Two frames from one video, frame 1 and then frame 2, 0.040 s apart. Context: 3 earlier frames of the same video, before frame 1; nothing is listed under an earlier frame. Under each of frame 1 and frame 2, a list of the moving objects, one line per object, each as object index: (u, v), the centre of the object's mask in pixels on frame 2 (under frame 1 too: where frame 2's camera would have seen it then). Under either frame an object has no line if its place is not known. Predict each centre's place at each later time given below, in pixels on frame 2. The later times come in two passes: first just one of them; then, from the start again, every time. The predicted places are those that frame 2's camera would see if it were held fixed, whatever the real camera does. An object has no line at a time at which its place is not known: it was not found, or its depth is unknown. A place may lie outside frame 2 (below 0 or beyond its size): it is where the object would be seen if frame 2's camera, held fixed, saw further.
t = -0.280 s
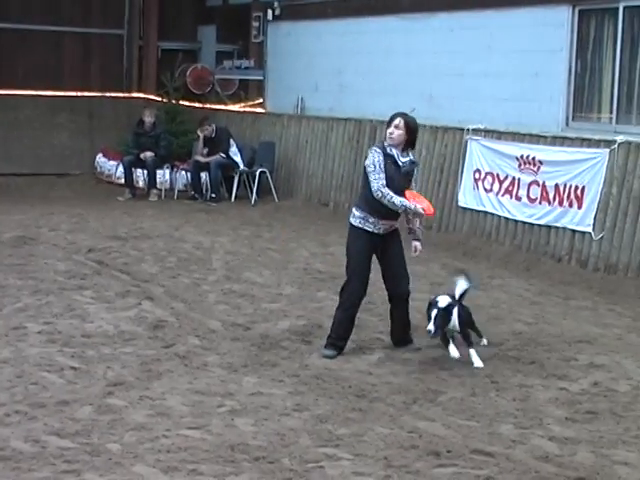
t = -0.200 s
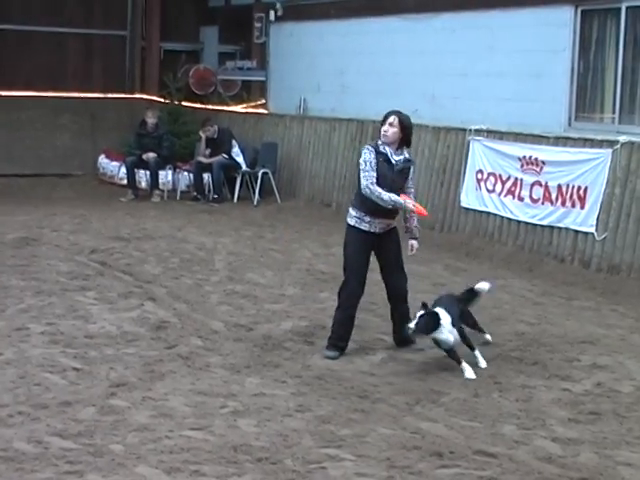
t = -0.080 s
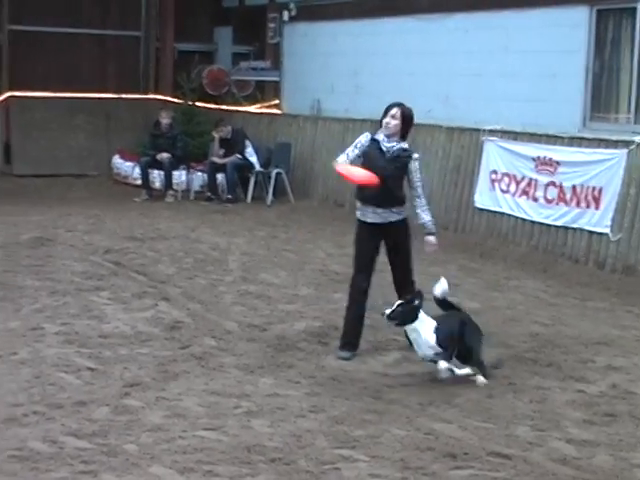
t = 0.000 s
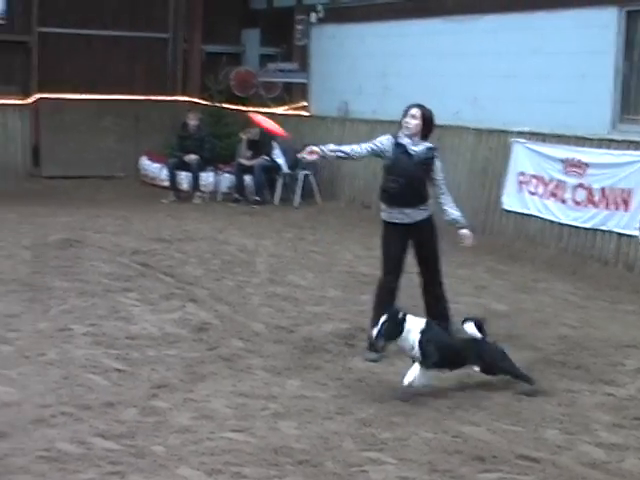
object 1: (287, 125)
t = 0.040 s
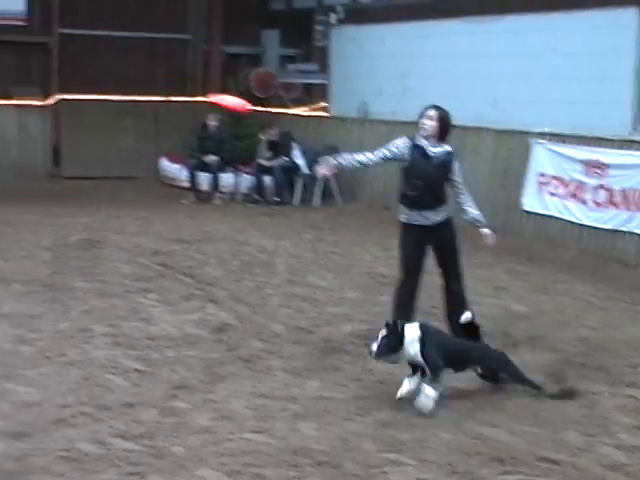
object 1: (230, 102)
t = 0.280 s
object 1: (-165, -16)
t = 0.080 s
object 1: (168, 80)
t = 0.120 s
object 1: (105, 60)
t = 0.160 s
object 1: (41, 40)
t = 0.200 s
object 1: (-25, 21)
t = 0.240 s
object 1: (-94, 3)
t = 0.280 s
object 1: (-165, -16)
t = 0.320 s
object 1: (-237, -35)
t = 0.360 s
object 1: (-313, -53)
